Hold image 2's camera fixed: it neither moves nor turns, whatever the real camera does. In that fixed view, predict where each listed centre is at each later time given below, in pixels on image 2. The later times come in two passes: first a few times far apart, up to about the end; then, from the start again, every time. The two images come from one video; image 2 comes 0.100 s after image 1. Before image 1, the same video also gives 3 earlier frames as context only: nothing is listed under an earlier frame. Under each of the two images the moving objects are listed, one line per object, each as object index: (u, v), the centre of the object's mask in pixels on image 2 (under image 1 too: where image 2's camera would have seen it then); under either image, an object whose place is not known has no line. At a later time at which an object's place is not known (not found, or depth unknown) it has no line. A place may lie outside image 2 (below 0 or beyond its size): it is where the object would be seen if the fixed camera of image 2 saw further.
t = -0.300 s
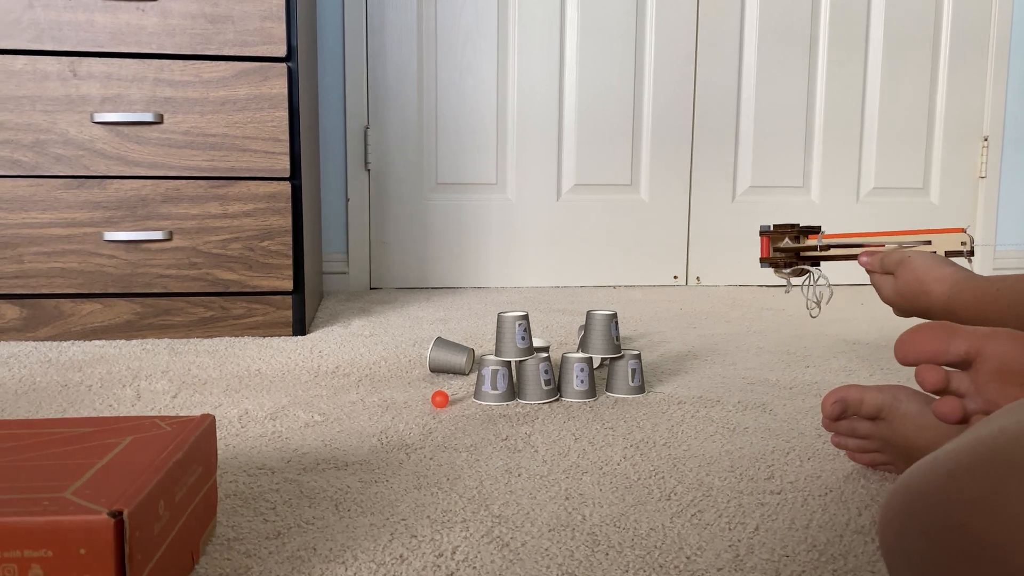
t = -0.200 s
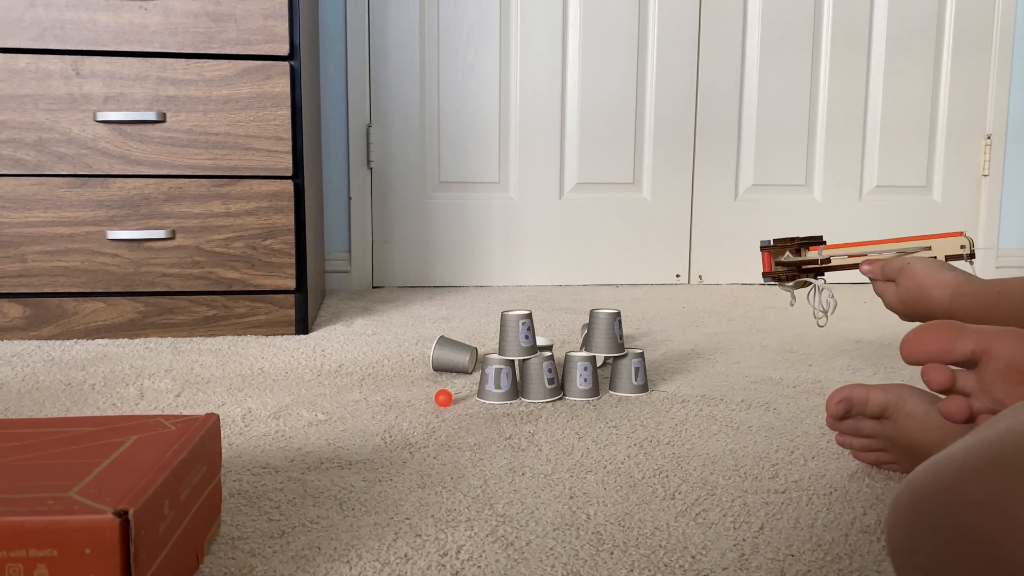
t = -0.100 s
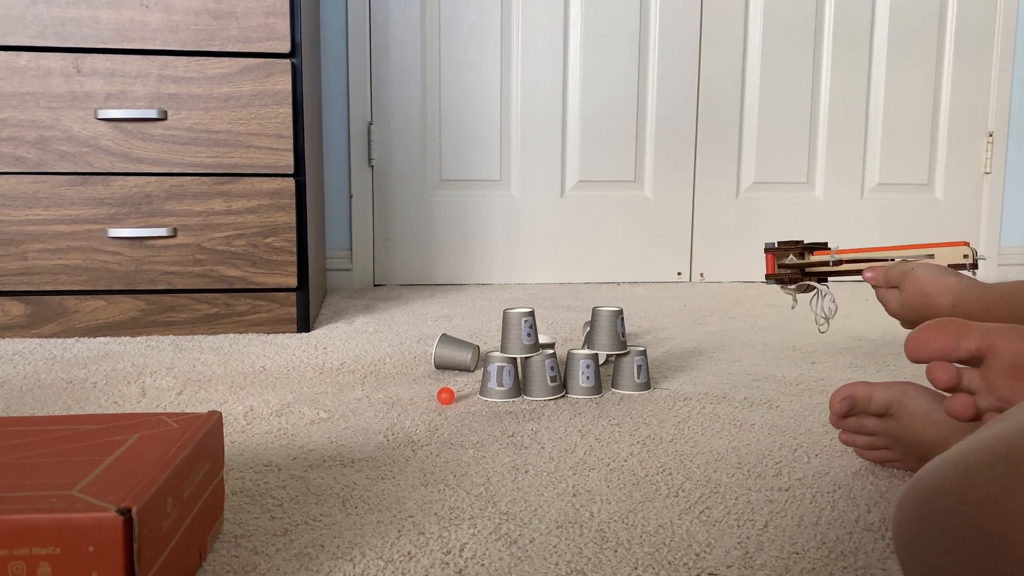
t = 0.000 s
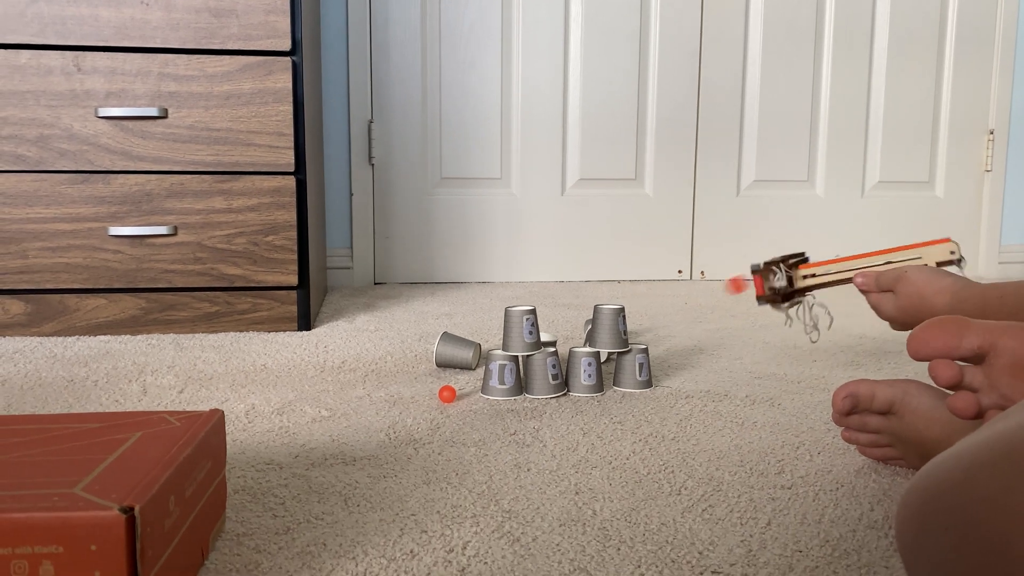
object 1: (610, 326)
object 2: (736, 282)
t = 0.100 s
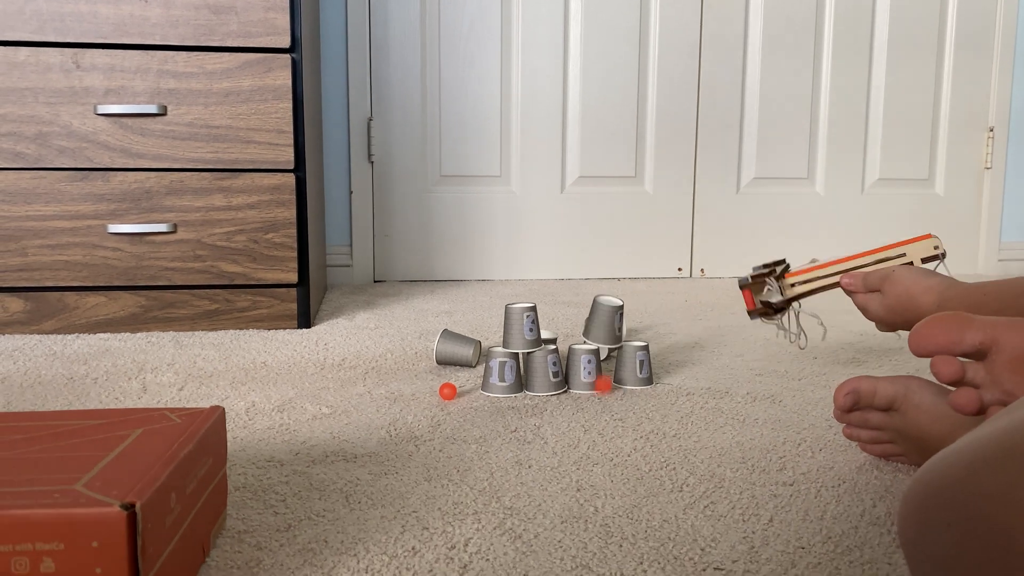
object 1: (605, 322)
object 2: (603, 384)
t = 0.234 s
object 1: (604, 336)
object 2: (617, 377)
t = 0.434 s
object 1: (598, 337)
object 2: (639, 421)
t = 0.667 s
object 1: (604, 344)
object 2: (674, 440)
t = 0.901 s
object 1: (604, 344)
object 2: (702, 452)
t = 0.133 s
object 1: (602, 319)
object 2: (606, 376)
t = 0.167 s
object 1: (601, 322)
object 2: (610, 367)
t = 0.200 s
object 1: (602, 327)
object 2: (613, 368)
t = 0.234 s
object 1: (604, 336)
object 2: (617, 377)
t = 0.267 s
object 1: (604, 336)
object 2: (621, 399)
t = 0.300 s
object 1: (604, 340)
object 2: (624, 401)
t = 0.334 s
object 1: (600, 336)
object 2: (628, 403)
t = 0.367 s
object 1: (597, 336)
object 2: (632, 415)
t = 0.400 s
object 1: (598, 341)
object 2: (635, 414)
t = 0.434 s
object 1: (598, 337)
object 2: (639, 421)
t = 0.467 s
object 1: (600, 338)
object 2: (643, 422)
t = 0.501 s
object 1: (602, 339)
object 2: (647, 427)
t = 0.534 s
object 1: (603, 339)
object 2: (652, 431)
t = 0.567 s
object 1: (603, 339)
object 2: (657, 433)
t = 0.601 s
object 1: (603, 340)
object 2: (664, 435)
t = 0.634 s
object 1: (604, 342)
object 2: (669, 437)
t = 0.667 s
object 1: (604, 344)
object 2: (674, 440)
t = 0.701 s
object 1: (605, 344)
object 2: (678, 442)
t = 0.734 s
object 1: (607, 343)
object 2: (683, 443)
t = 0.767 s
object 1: (608, 343)
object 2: (688, 446)
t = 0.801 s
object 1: (608, 343)
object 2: (692, 447)
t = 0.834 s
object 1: (606, 345)
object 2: (696, 449)
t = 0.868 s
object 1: (605, 345)
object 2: (699, 450)
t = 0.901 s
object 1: (604, 344)
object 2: (702, 452)
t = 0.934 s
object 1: (604, 344)
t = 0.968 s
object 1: (606, 345)
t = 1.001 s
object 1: (607, 345)
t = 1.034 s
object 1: (607, 345)
